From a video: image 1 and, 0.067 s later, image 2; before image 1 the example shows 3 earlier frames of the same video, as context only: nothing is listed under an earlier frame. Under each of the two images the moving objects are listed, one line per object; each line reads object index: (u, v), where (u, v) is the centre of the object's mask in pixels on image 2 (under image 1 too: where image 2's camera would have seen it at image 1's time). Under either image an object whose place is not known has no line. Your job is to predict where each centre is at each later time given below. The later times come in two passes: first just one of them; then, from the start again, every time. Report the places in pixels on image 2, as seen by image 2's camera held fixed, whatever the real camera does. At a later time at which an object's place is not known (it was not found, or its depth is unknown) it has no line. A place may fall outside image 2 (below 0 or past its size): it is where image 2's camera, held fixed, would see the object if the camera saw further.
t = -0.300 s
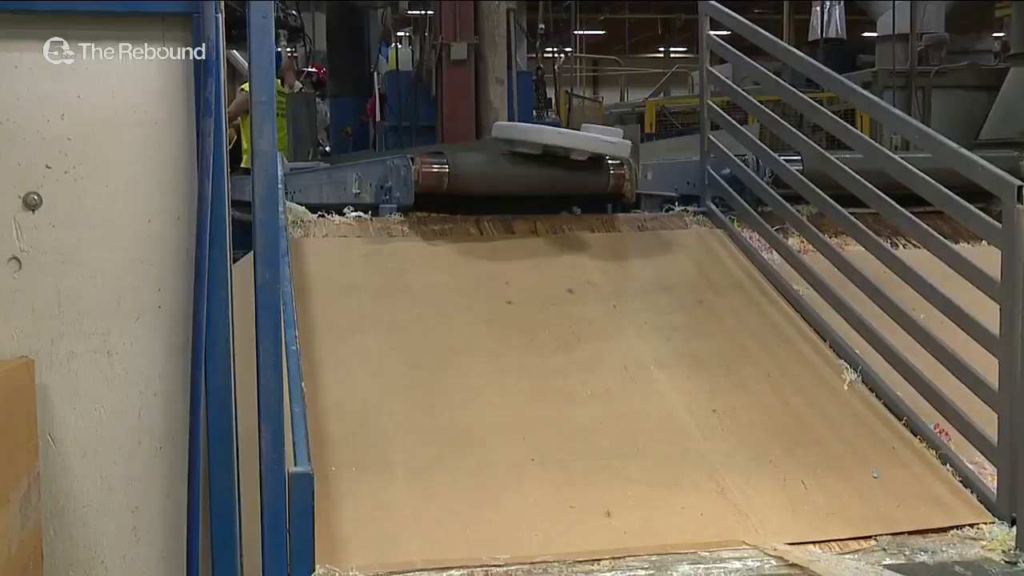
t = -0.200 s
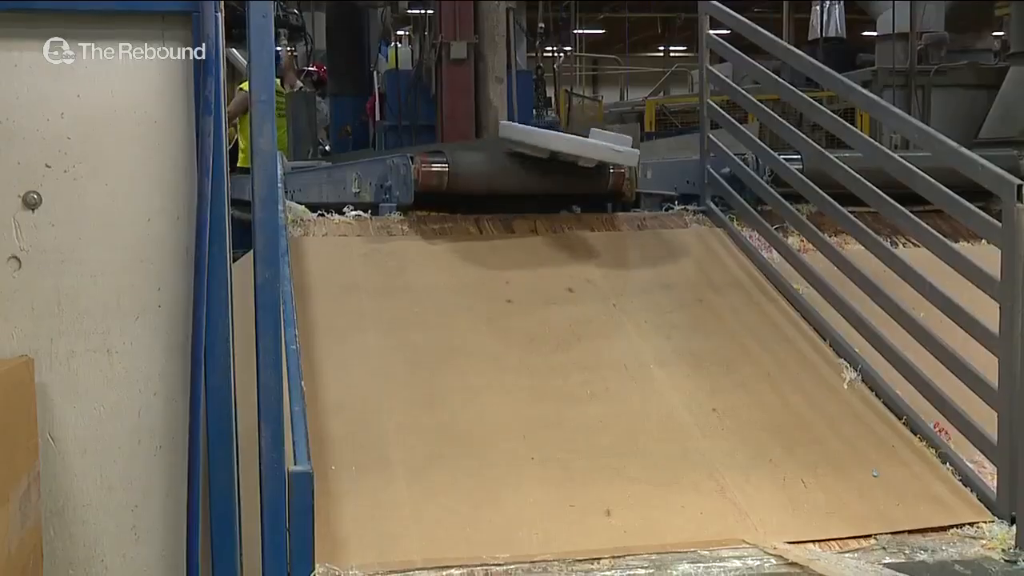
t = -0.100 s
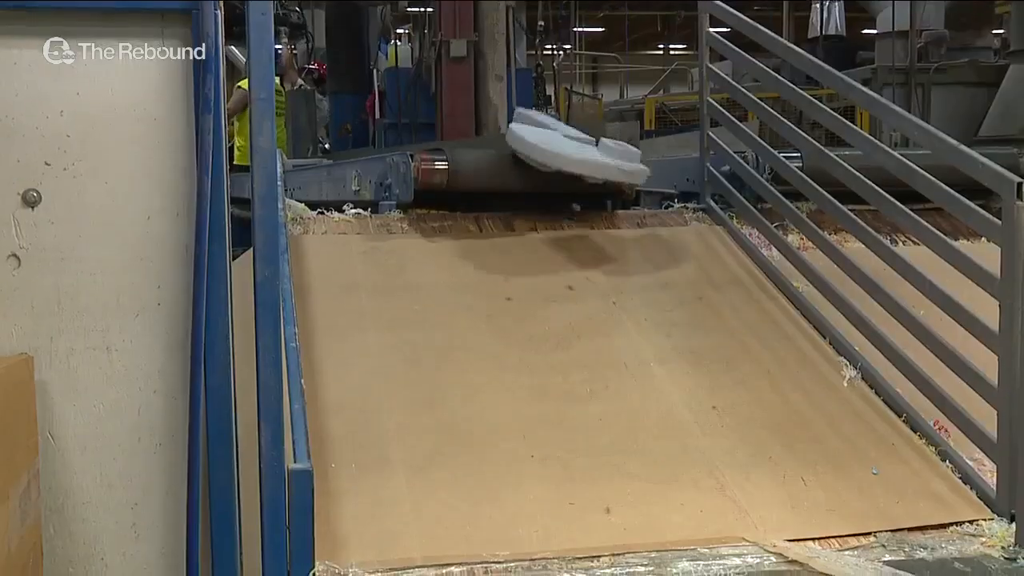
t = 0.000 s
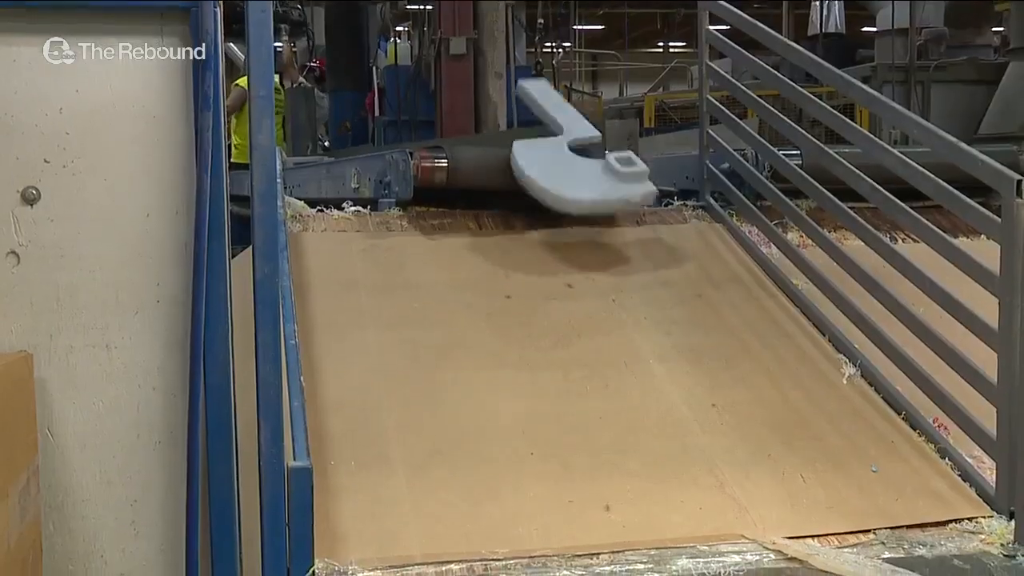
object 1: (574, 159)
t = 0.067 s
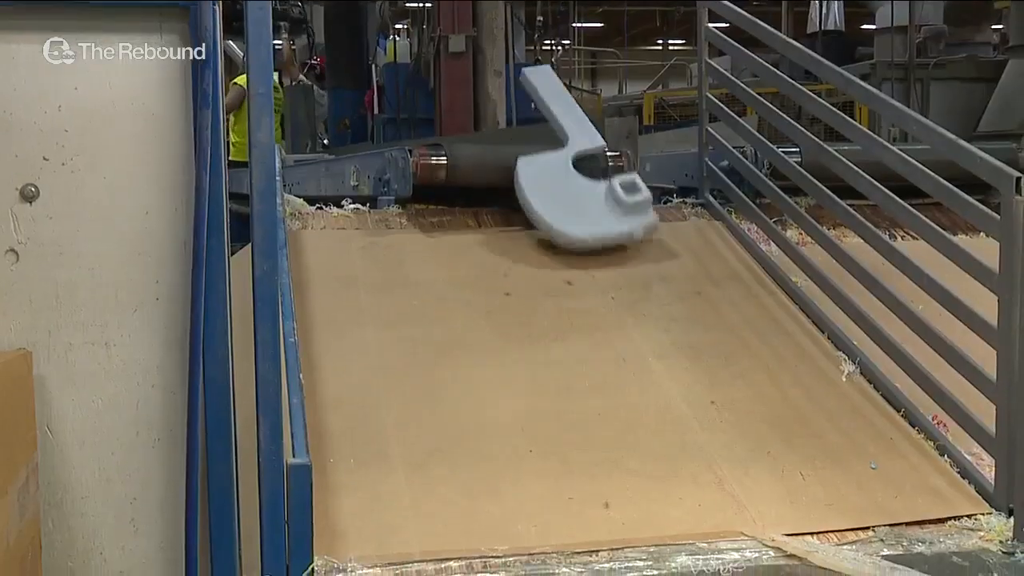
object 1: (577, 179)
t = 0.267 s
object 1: (602, 221)
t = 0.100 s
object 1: (578, 188)
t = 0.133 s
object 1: (582, 191)
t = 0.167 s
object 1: (587, 195)
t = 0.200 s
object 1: (592, 202)
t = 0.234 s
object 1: (597, 211)
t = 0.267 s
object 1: (602, 221)
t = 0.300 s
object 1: (607, 227)
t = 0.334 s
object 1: (611, 232)
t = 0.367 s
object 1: (616, 239)
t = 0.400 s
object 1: (620, 246)
